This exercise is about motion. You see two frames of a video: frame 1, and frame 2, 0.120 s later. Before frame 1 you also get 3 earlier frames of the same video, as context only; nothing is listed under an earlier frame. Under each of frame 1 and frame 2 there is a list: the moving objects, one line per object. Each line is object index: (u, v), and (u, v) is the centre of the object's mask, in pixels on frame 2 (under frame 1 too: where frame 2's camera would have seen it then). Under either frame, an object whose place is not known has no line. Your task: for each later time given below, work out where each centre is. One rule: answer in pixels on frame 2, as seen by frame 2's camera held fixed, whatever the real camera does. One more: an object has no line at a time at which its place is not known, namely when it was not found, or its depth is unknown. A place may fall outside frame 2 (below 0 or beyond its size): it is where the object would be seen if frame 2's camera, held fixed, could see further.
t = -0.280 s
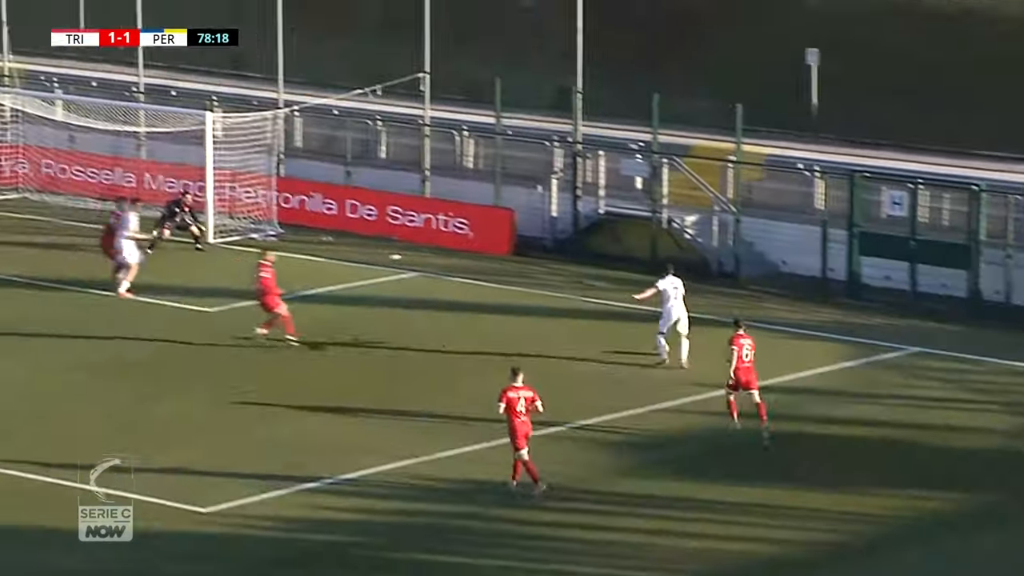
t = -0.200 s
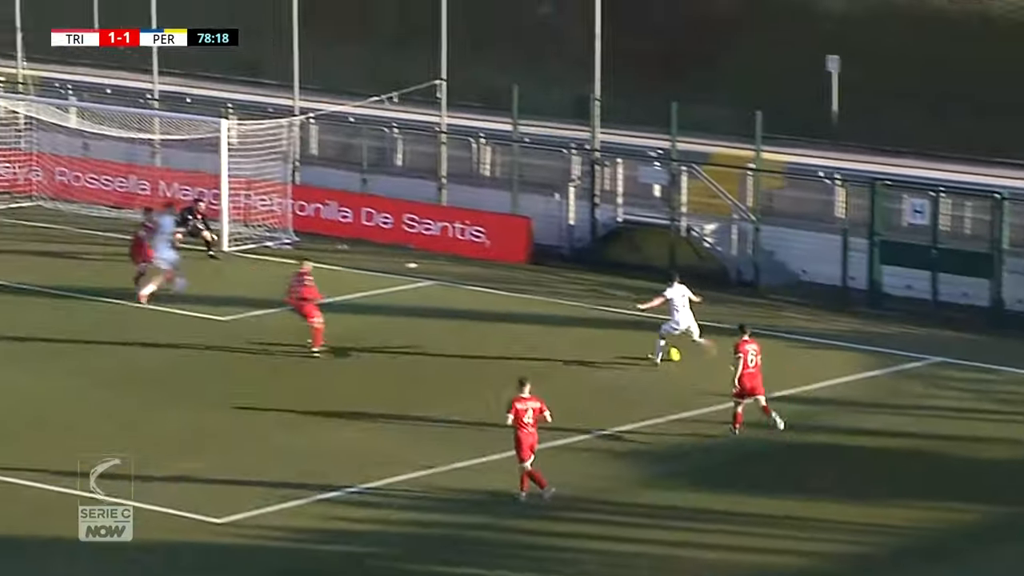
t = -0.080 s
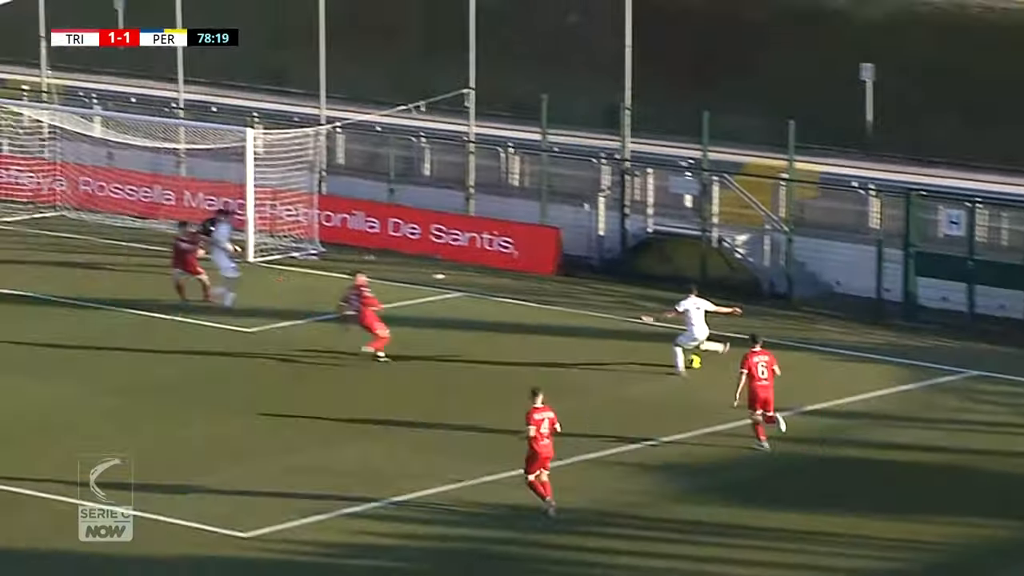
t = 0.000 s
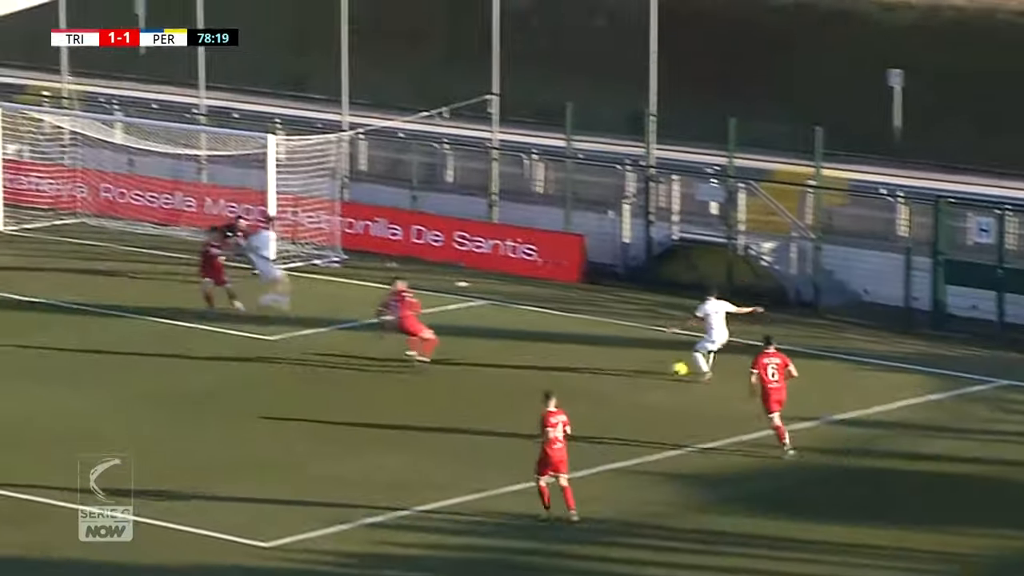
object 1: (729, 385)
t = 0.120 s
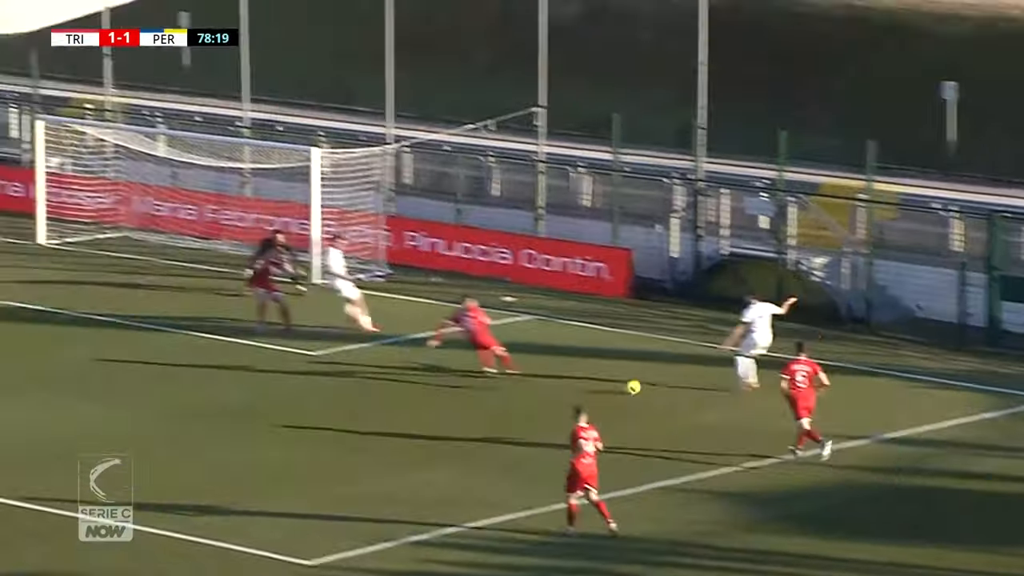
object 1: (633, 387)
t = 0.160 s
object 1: (603, 387)
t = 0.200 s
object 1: (573, 388)
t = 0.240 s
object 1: (546, 389)
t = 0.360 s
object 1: (462, 390)
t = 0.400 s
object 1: (434, 391)
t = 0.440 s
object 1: (408, 391)
